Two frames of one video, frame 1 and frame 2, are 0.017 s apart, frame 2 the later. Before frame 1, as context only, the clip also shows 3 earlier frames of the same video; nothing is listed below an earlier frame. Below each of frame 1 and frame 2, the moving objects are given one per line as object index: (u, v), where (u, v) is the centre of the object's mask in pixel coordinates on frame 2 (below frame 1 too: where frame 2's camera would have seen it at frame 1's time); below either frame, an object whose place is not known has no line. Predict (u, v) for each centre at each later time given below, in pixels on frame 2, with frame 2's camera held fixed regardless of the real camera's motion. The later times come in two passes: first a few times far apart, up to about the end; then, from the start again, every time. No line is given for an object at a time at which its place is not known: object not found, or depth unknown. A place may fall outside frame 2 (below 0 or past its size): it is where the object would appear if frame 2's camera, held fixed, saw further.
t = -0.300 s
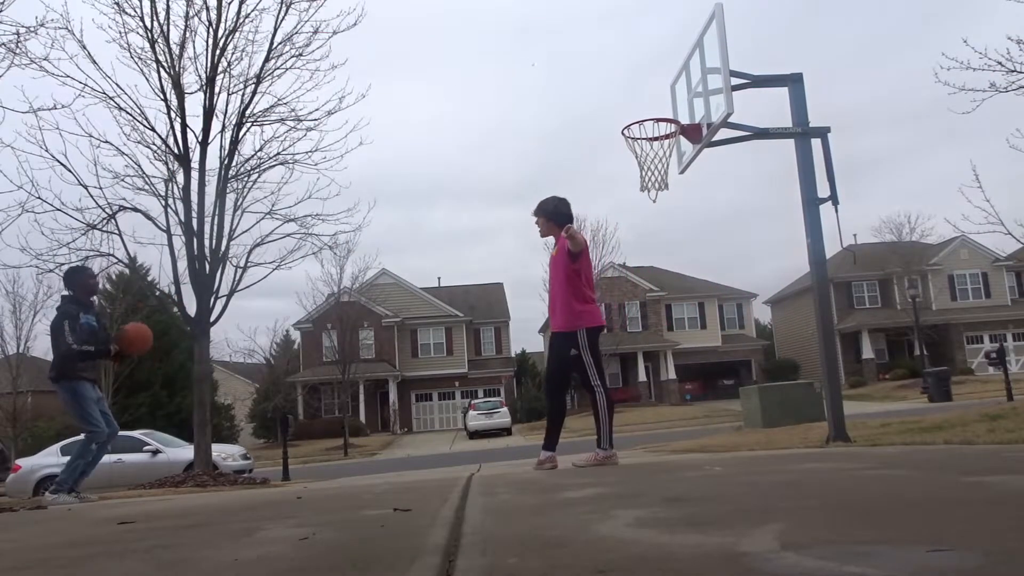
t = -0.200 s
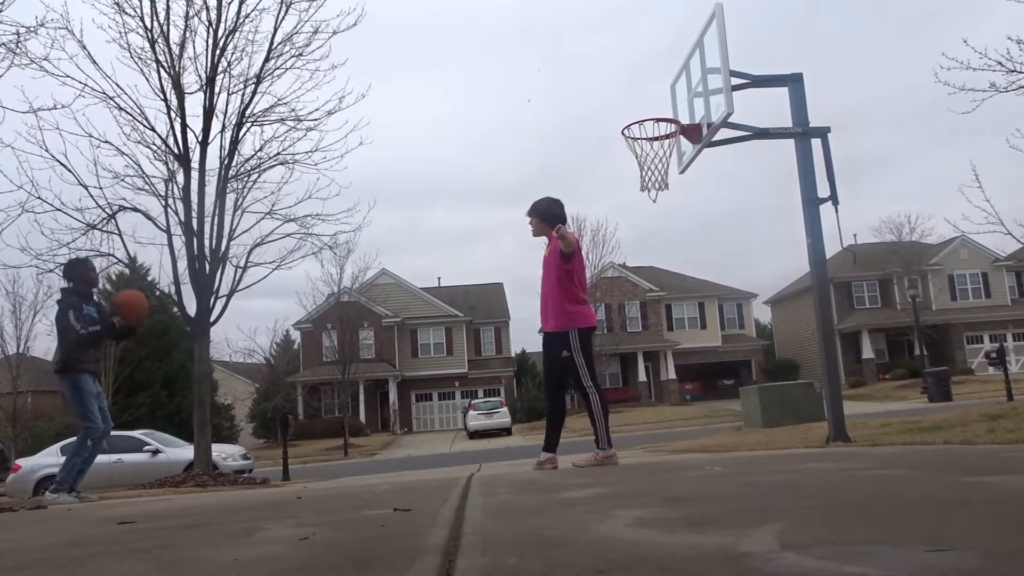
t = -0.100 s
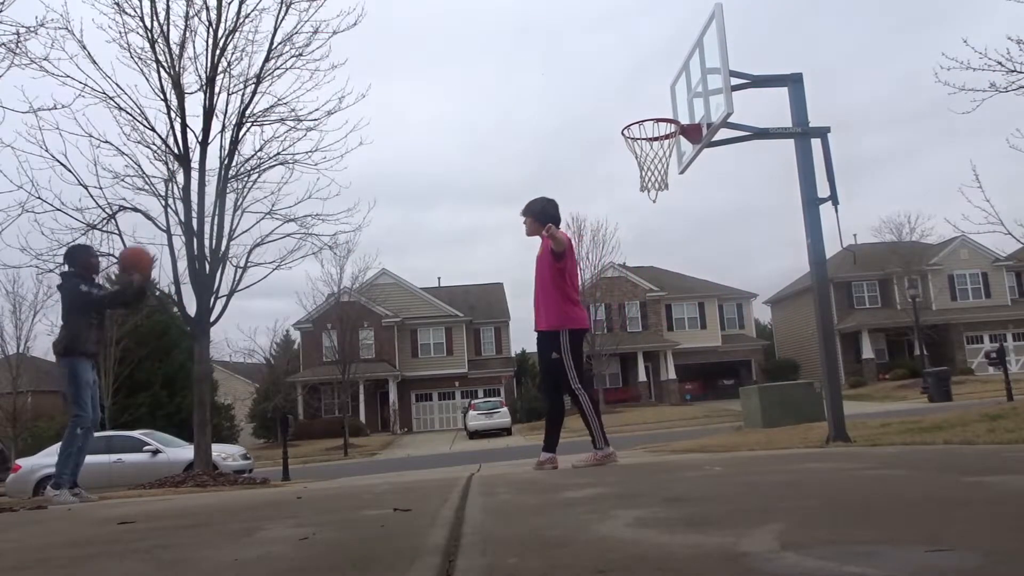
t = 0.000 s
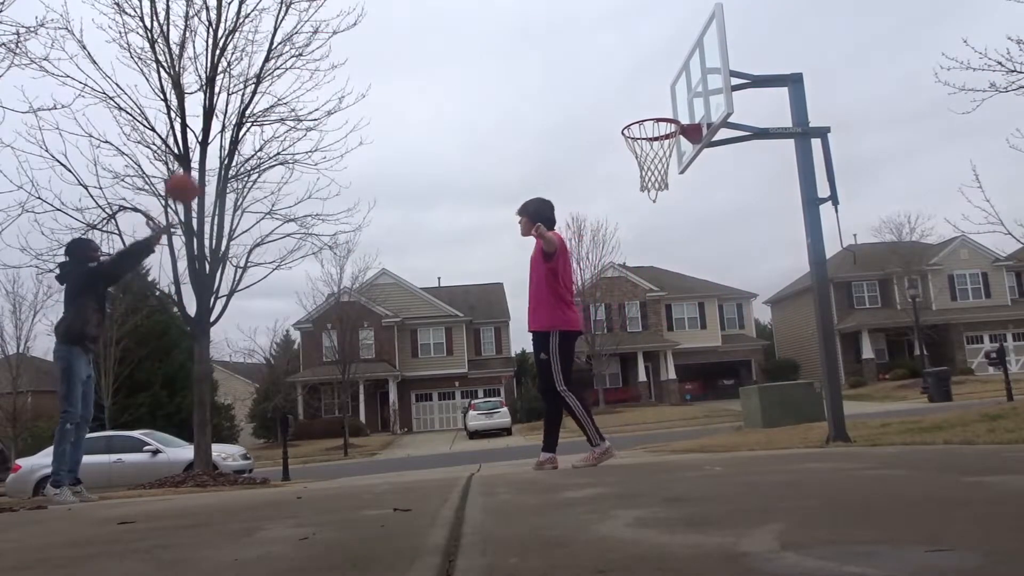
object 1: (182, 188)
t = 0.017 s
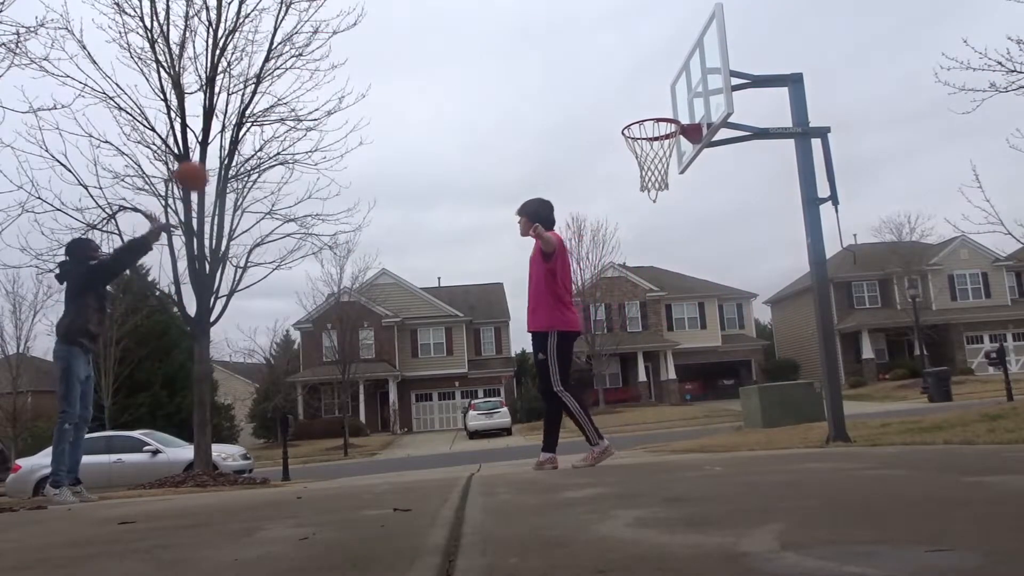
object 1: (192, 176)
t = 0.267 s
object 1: (323, 50)
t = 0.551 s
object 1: (463, 8)
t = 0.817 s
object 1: (593, 41)
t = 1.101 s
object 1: (640, 100)
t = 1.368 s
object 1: (533, 85)
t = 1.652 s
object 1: (425, 157)
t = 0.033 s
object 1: (200, 166)
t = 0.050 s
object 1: (210, 155)
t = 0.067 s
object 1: (218, 144)
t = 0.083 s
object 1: (227, 134)
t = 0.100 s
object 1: (237, 125)
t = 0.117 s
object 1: (245, 116)
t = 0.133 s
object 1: (254, 107)
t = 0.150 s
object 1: (263, 98)
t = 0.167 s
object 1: (271, 90)
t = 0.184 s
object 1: (280, 83)
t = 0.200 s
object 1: (289, 75)
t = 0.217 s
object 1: (297, 69)
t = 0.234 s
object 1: (306, 62)
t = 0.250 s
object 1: (314, 56)
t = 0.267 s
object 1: (323, 50)
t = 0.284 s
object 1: (331, 44)
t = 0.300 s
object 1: (340, 40)
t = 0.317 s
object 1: (348, 34)
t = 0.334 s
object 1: (356, 30)
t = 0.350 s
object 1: (365, 26)
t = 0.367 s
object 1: (373, 22)
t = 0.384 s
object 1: (381, 19)
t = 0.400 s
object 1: (390, 16)
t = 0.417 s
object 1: (398, 14)
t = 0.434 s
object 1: (406, 12)
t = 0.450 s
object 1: (414, 11)
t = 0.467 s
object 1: (423, 10)
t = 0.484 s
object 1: (431, 9)
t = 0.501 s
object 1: (439, 9)
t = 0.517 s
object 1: (447, 8)
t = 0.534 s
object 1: (455, 8)
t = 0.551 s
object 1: (463, 8)
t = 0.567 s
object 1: (471, 8)
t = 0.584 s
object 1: (479, 8)
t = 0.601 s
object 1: (487, 8)
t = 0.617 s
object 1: (496, 9)
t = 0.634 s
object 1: (503, 10)
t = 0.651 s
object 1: (511, 10)
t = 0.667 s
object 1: (520, 12)
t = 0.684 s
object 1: (528, 13)
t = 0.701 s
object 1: (536, 15)
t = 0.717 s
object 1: (544, 18)
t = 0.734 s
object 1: (552, 21)
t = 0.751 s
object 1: (560, 24)
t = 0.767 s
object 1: (568, 28)
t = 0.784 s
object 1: (577, 32)
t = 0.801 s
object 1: (584, 37)
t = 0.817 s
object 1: (593, 41)
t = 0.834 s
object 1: (601, 46)
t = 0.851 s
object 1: (609, 52)
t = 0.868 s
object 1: (617, 57)
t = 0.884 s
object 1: (625, 63)
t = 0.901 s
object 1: (634, 69)
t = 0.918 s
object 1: (642, 76)
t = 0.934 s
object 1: (650, 83)
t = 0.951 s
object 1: (658, 90)
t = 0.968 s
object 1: (667, 97)
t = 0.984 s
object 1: (675, 105)
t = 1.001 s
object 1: (680, 112)
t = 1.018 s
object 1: (674, 117)
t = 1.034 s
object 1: (668, 116)
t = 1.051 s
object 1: (660, 111)
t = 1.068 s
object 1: (653, 107)
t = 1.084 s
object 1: (646, 104)
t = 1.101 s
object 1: (640, 100)
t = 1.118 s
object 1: (633, 97)
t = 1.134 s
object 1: (626, 94)
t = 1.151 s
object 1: (619, 91)
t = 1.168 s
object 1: (612, 89)
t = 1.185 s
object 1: (605, 87)
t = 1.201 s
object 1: (599, 85)
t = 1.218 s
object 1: (592, 84)
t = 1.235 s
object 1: (585, 83)
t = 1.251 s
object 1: (578, 82)
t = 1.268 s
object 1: (572, 81)
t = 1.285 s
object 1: (565, 81)
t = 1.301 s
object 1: (559, 81)
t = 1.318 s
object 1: (552, 82)
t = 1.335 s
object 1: (546, 83)
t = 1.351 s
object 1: (539, 84)
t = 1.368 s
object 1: (533, 85)
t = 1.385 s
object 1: (527, 87)
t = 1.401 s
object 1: (520, 89)
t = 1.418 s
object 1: (513, 91)
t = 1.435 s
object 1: (507, 94)
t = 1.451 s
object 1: (501, 97)
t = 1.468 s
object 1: (494, 100)
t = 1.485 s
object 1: (488, 103)
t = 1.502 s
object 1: (482, 107)
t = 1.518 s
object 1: (475, 112)
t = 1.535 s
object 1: (469, 116)
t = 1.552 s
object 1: (462, 121)
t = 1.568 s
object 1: (456, 127)
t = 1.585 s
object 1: (450, 132)
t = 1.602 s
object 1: (444, 138)
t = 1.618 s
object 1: (438, 144)
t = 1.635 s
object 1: (432, 151)
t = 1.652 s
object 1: (425, 157)
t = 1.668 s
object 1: (419, 165)
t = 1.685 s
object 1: (413, 172)
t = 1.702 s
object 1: (407, 180)
